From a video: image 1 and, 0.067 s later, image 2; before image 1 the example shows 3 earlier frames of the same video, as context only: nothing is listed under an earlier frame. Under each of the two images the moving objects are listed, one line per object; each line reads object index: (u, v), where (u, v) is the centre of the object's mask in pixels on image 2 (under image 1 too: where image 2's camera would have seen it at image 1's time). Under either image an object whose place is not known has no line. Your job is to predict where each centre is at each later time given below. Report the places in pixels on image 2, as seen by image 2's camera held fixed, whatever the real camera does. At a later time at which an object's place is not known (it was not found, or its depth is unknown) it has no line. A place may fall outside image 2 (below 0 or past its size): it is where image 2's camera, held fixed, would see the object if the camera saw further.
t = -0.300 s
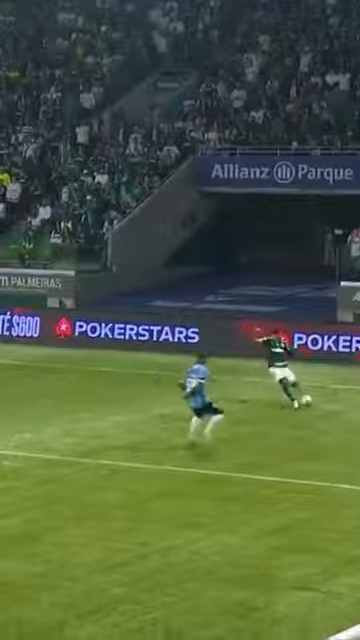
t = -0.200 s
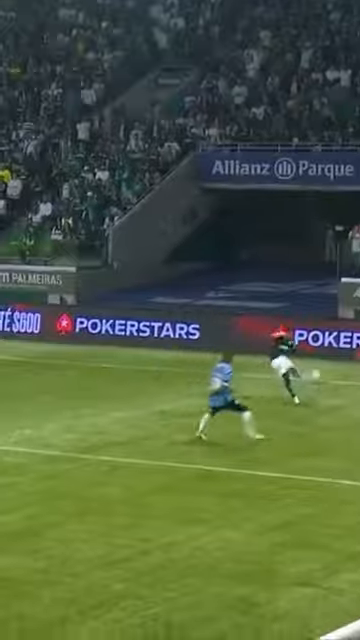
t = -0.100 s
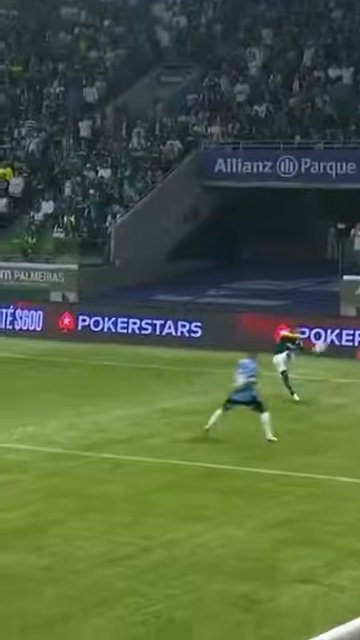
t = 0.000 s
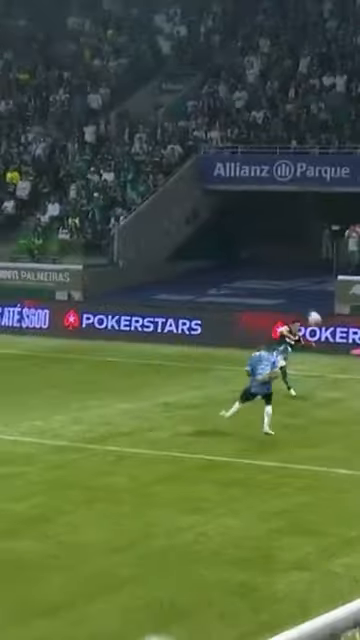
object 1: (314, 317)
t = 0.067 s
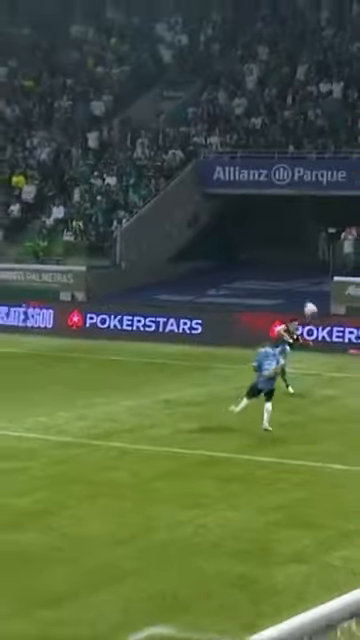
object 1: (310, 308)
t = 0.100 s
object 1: (305, 303)
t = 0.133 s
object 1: (301, 297)
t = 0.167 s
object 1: (300, 293)
